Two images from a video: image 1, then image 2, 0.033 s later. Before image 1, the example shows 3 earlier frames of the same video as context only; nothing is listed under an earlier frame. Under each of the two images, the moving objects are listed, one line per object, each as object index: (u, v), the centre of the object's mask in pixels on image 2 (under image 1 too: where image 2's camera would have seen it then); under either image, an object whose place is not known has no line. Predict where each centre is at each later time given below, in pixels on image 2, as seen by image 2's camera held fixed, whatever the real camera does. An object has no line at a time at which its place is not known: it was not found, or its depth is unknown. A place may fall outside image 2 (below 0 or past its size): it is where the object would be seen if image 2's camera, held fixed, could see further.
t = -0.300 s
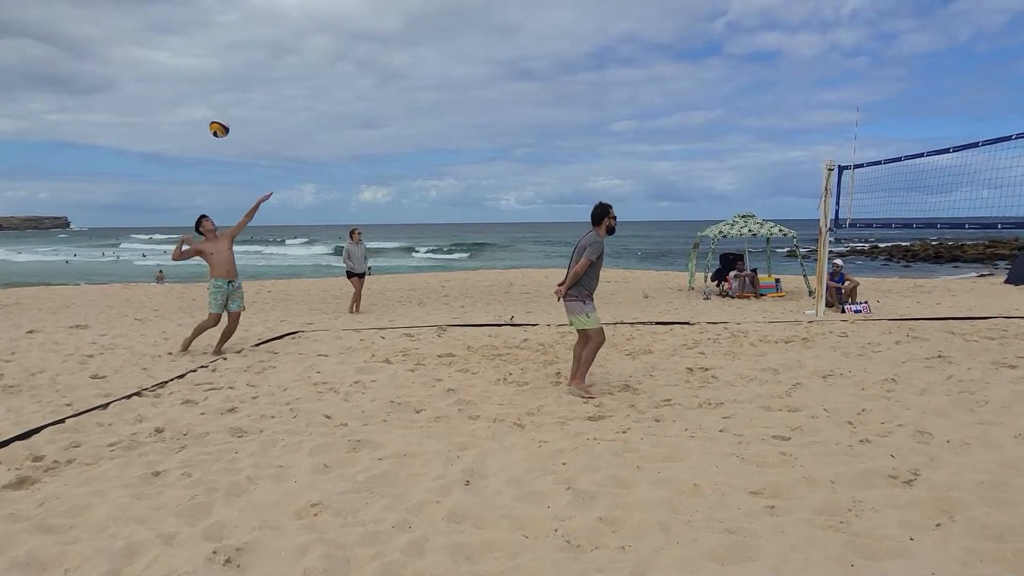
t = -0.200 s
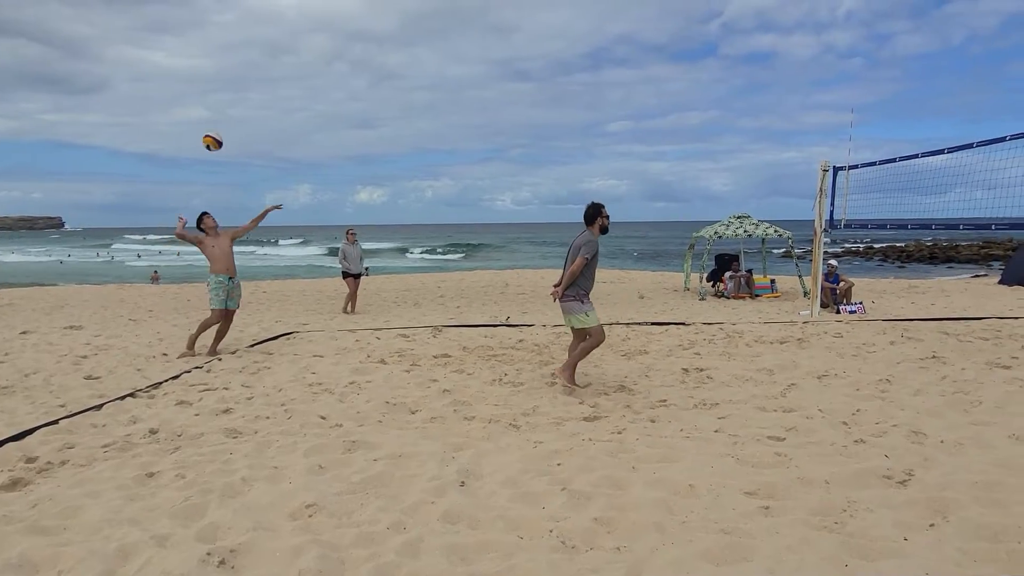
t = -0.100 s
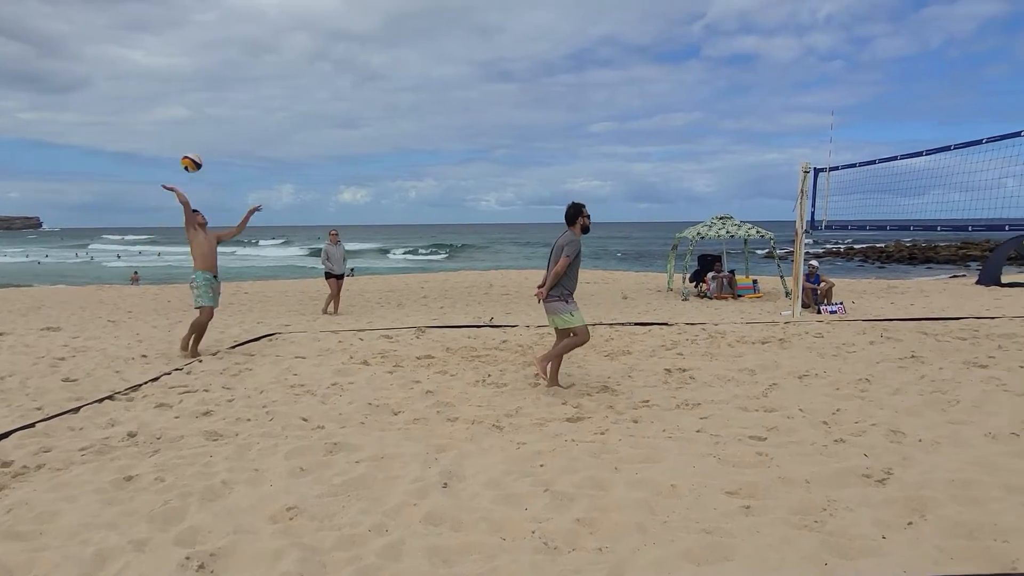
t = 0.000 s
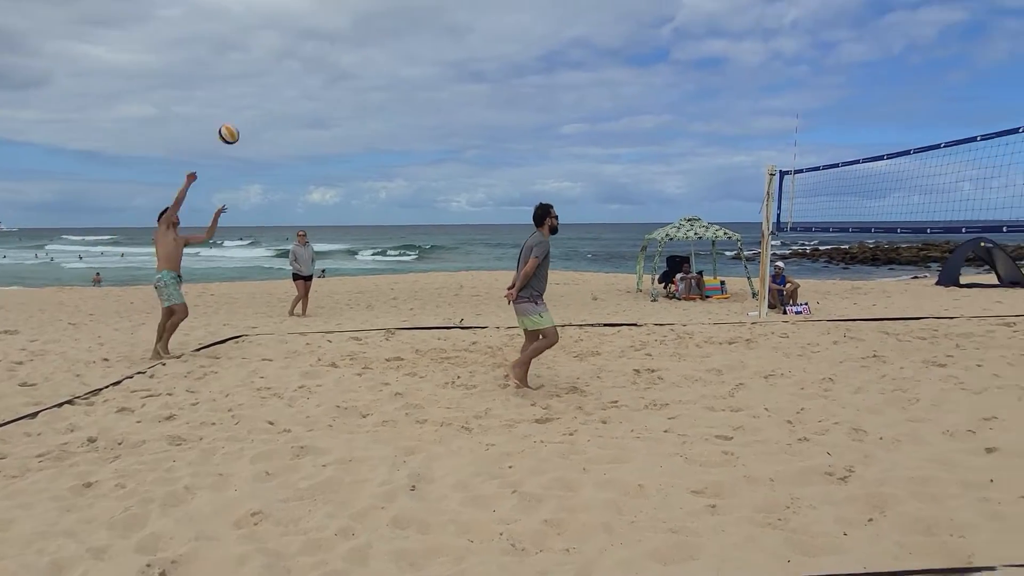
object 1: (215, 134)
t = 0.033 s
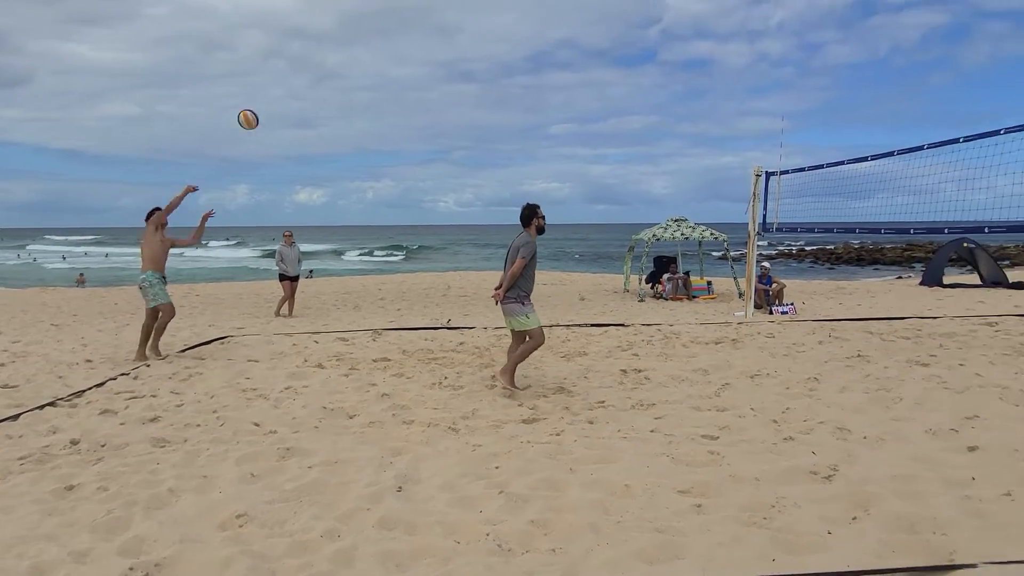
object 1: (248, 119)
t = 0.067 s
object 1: (281, 106)
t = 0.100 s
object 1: (314, 94)
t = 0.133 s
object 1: (348, 83)
